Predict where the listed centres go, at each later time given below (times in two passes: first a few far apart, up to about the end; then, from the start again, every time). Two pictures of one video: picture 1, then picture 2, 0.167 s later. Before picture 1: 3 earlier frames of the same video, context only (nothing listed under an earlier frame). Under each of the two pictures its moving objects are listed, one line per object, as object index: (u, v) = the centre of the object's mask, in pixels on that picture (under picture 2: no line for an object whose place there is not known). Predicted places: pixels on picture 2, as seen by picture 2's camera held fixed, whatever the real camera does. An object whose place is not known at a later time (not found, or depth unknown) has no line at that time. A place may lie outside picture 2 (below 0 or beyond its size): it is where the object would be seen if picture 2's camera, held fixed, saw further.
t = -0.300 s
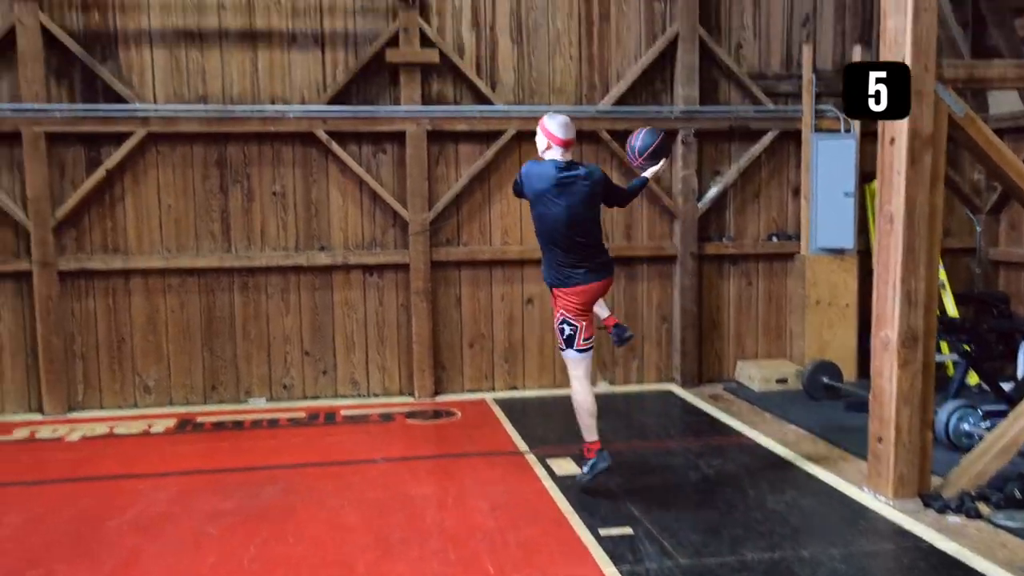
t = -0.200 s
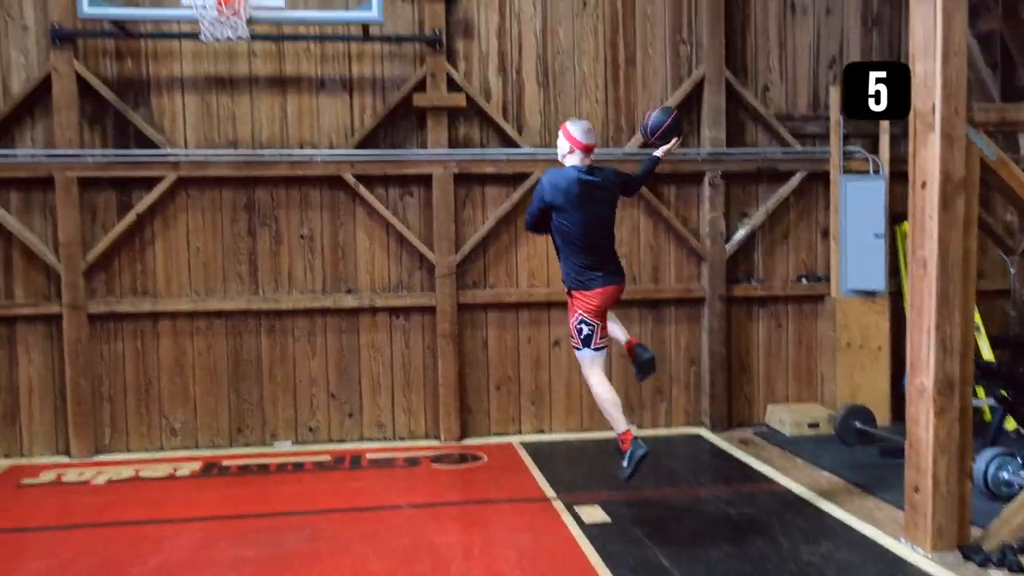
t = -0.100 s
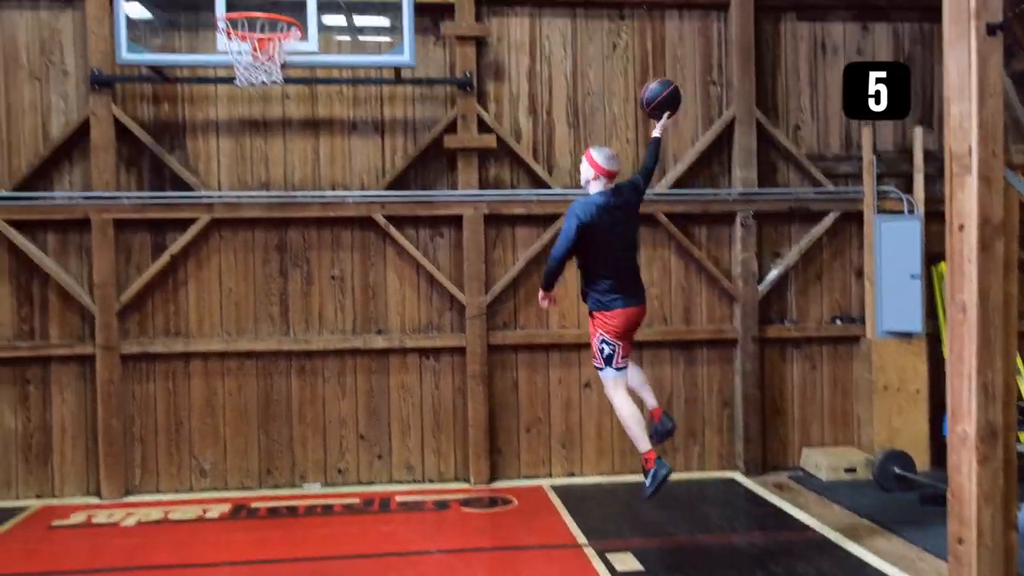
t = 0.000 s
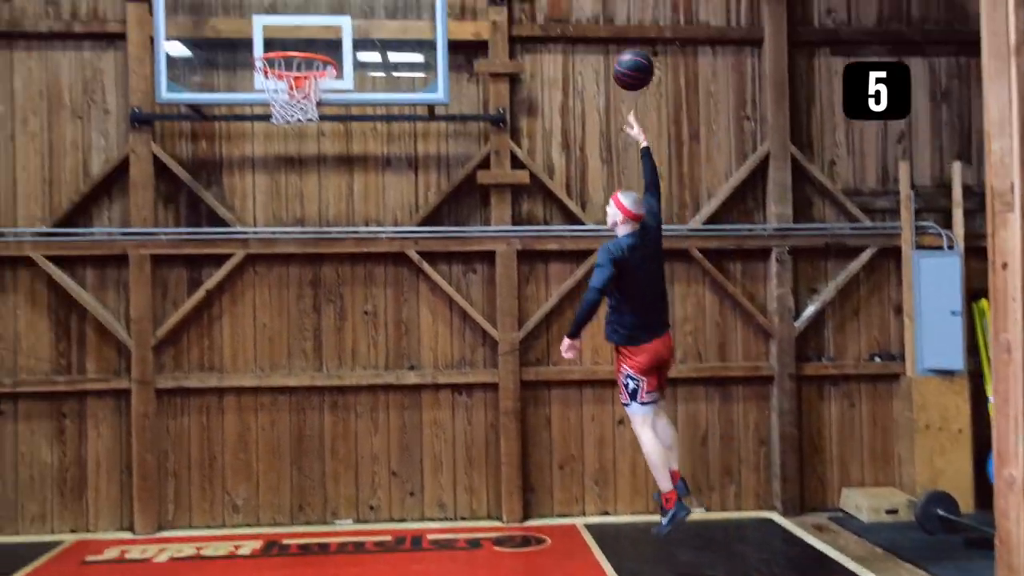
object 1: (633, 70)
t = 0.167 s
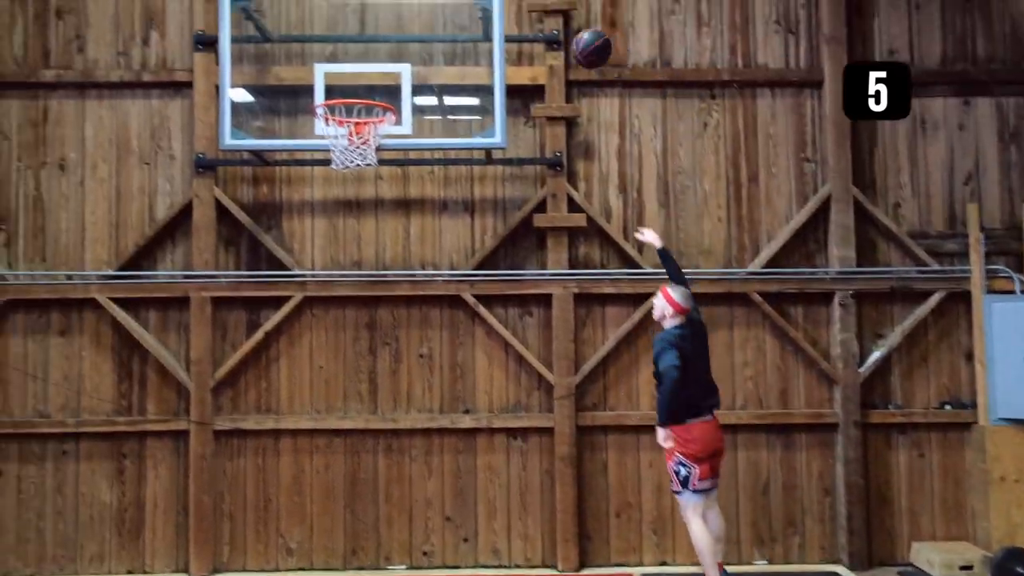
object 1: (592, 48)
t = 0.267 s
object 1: (537, 33)
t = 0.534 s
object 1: (424, 48)
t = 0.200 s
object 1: (573, 41)
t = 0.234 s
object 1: (555, 36)
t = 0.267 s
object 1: (537, 33)
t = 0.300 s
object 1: (520, 32)
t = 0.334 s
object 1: (502, 32)
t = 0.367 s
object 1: (486, 34)
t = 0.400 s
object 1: (470, 39)
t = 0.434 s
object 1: (457, 39)
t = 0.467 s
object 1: (447, 41)
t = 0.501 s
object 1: (436, 43)
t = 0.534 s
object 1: (424, 48)
